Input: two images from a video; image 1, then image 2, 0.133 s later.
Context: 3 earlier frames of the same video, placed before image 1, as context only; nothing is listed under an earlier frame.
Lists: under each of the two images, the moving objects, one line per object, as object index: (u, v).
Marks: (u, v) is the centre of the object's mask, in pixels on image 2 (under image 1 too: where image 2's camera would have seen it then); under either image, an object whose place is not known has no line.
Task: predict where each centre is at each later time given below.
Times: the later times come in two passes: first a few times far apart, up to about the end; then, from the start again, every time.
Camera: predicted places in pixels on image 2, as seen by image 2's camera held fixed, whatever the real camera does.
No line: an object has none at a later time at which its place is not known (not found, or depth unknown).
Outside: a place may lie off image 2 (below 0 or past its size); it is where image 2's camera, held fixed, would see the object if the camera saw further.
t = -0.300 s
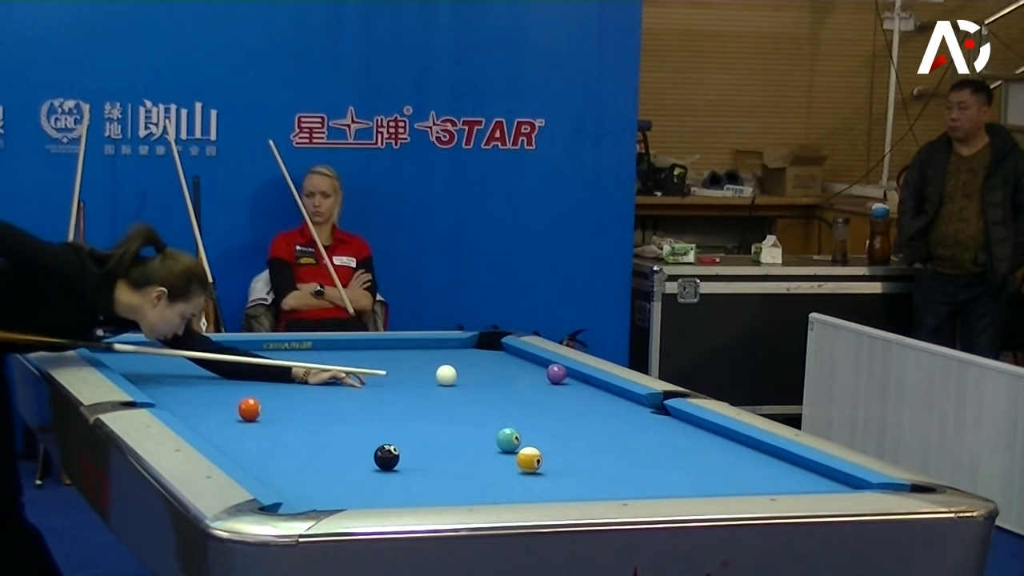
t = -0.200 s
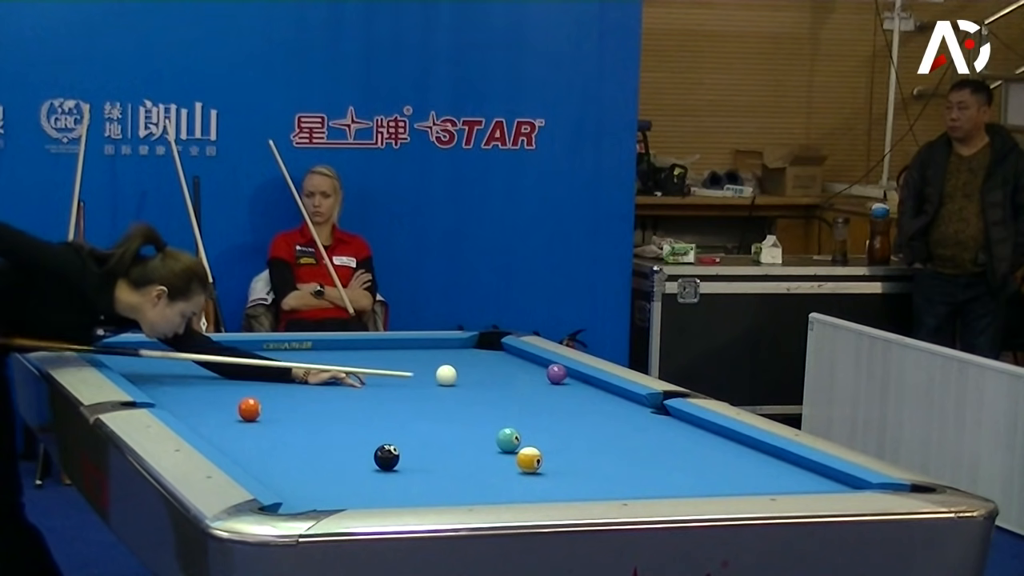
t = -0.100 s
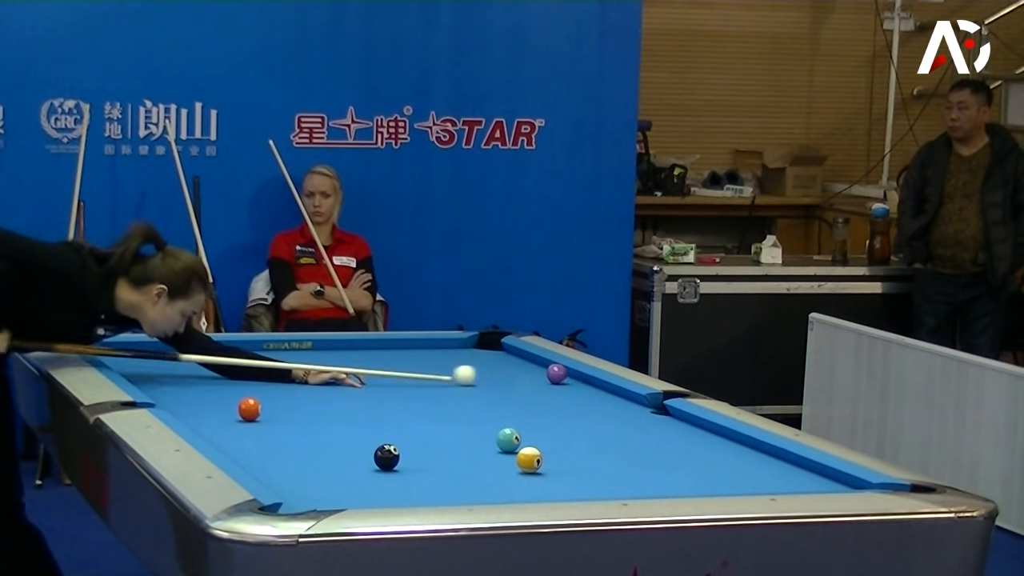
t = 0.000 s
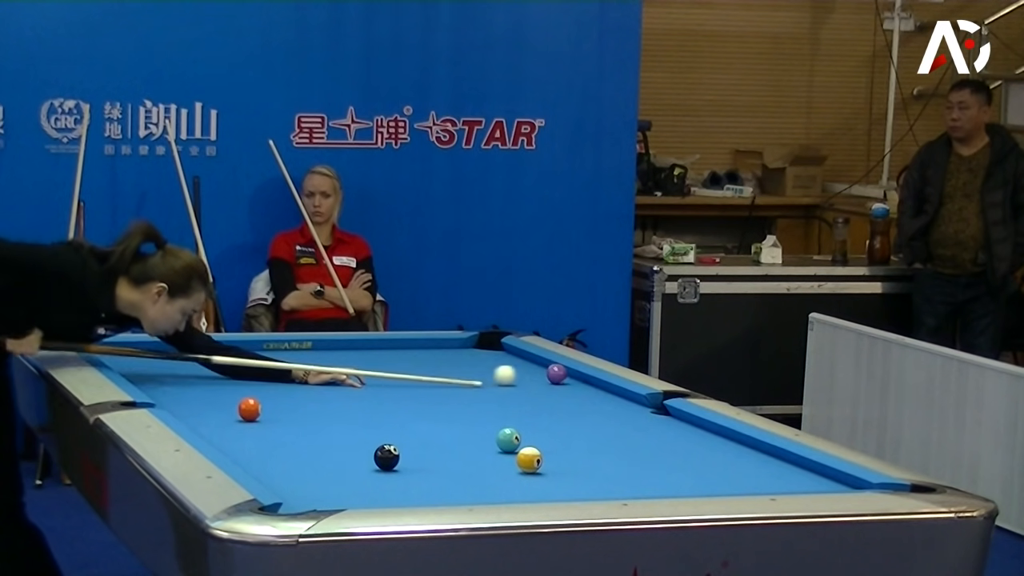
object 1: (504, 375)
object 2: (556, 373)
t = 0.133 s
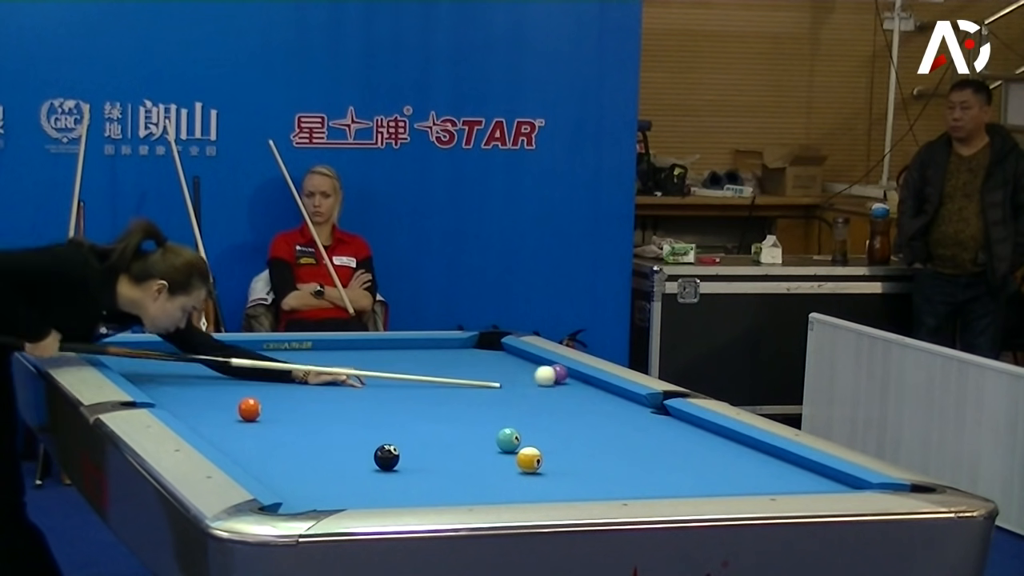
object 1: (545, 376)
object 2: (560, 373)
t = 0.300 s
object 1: (574, 379)
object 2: (558, 371)
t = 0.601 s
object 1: (585, 385)
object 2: (534, 369)
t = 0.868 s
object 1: (584, 392)
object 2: (513, 368)
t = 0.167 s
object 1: (550, 376)
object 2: (564, 372)
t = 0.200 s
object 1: (556, 377)
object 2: (569, 371)
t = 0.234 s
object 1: (562, 378)
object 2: (568, 368)
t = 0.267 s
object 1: (568, 378)
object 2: (558, 369)
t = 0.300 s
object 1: (574, 379)
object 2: (558, 371)
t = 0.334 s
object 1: (579, 379)
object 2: (556, 372)
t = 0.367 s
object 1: (585, 380)
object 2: (554, 371)
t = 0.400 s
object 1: (587, 381)
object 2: (551, 371)
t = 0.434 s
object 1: (586, 381)
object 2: (548, 370)
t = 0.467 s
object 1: (586, 382)
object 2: (545, 370)
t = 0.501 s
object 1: (586, 383)
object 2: (542, 370)
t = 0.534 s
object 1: (586, 384)
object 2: (540, 370)
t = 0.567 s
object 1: (586, 385)
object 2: (536, 370)
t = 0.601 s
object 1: (585, 385)
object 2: (534, 369)
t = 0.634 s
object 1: (585, 386)
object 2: (531, 369)
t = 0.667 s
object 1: (585, 387)
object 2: (528, 369)
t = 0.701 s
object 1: (585, 388)
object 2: (525, 369)
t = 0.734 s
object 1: (585, 388)
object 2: (523, 368)
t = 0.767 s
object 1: (585, 389)
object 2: (520, 368)
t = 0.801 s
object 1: (584, 390)
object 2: (518, 368)
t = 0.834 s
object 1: (584, 391)
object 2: (515, 368)
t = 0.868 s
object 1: (584, 392)
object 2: (513, 368)
